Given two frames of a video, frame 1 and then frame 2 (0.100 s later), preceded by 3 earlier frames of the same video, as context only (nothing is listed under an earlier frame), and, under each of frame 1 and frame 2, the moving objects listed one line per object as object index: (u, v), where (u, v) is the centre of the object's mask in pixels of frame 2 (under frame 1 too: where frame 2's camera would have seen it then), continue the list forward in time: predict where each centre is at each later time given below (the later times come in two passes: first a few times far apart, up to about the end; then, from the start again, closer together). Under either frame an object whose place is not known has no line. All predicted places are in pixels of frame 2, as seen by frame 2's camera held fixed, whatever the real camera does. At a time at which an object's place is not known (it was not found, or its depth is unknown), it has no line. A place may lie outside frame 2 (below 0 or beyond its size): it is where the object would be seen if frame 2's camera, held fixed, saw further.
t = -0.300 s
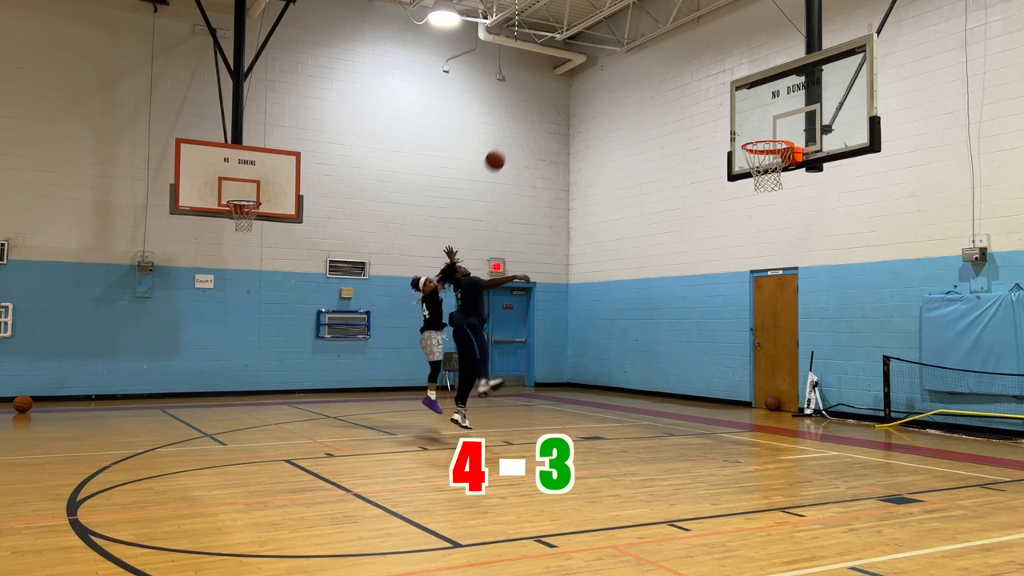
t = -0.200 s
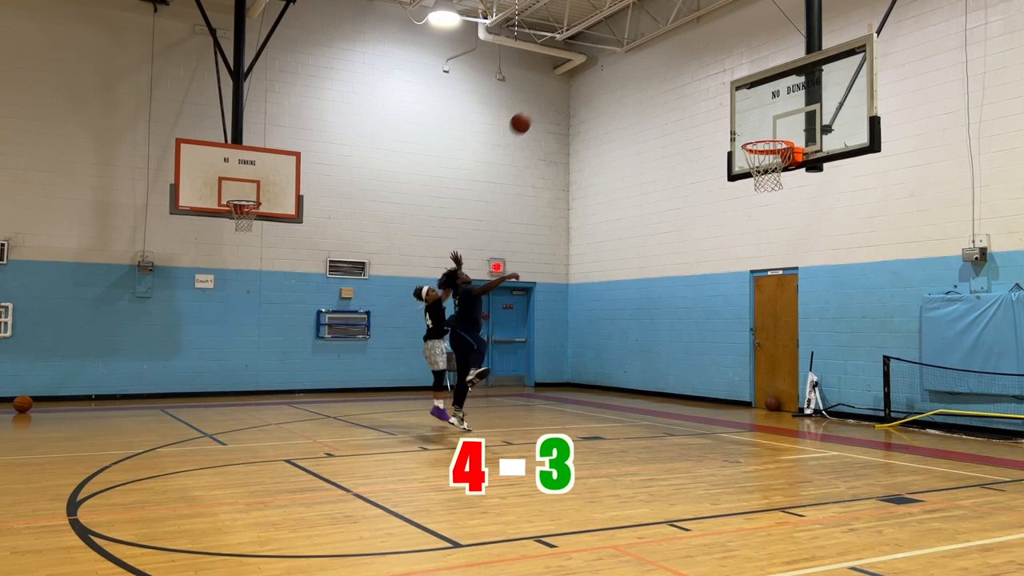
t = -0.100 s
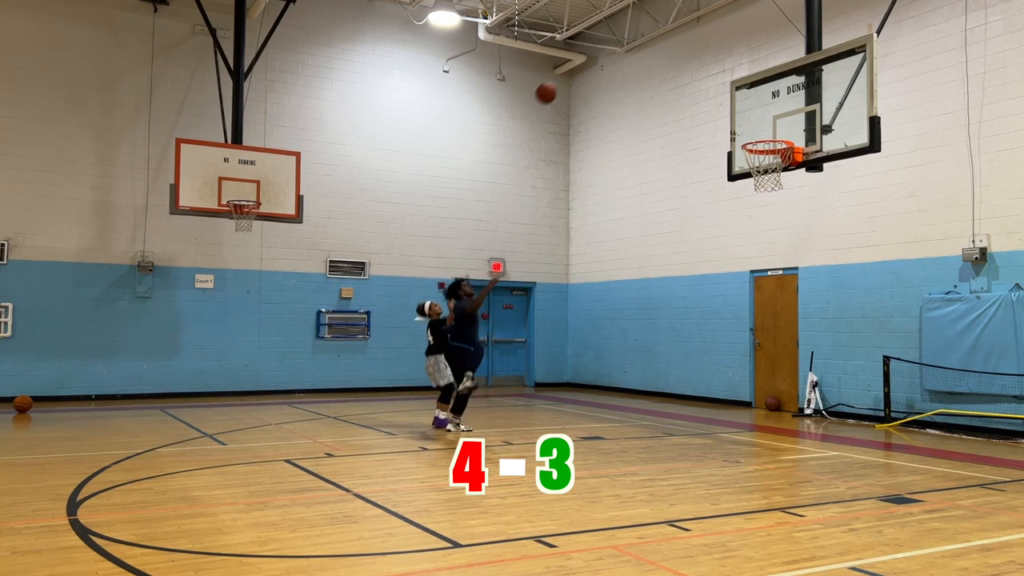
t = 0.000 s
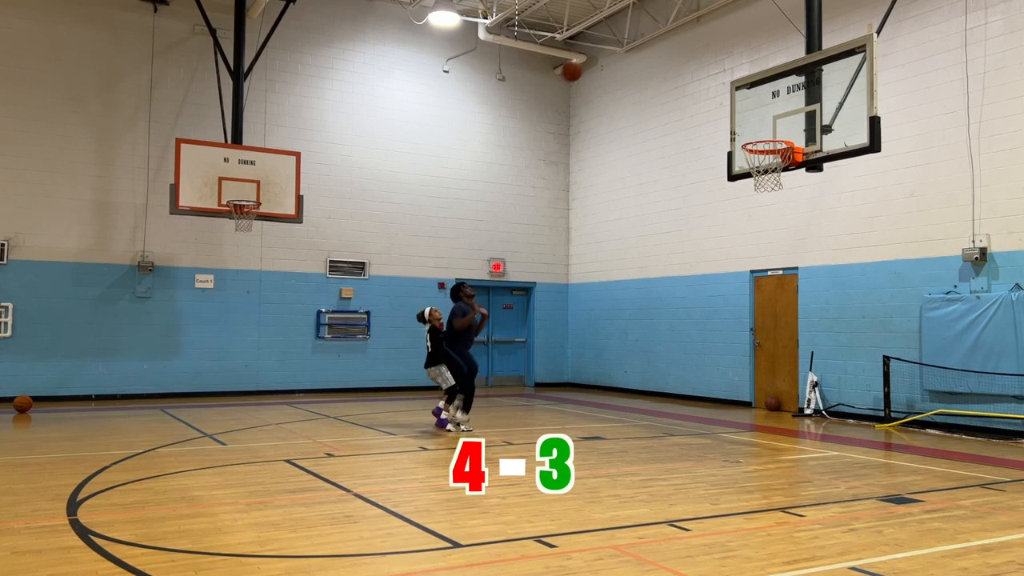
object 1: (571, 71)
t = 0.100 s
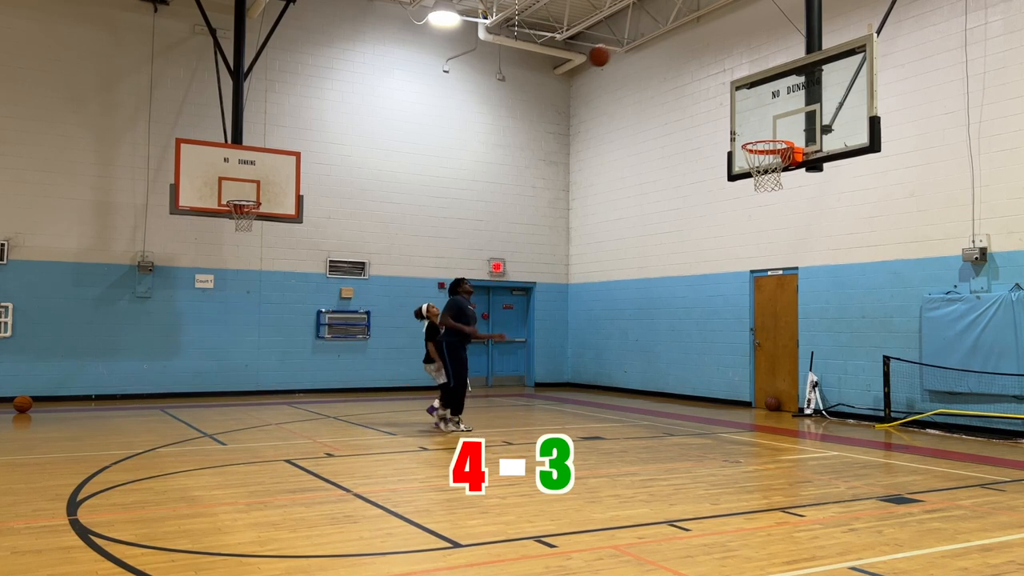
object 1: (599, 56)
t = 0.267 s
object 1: (645, 49)
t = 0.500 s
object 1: (714, 83)
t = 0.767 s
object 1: (792, 170)
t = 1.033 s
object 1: (795, 210)
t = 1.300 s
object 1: (800, 322)
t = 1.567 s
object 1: (795, 415)
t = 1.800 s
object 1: (768, 326)
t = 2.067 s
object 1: (737, 296)
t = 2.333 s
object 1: (708, 337)
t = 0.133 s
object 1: (608, 52)
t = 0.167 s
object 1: (617, 50)
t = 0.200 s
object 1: (626, 49)
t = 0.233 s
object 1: (636, 49)
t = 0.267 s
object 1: (645, 49)
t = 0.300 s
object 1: (655, 51)
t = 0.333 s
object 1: (664, 53)
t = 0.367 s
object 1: (674, 57)
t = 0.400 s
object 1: (684, 62)
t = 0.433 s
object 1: (694, 68)
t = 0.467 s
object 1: (704, 75)
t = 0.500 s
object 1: (714, 83)
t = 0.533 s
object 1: (724, 92)
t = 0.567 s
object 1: (735, 102)
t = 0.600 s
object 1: (747, 114)
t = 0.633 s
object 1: (757, 126)
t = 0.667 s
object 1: (768, 135)
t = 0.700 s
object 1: (779, 156)
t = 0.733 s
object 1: (788, 166)
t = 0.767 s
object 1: (792, 170)
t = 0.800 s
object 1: (793, 170)
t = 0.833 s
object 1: (793, 172)
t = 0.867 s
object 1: (793, 177)
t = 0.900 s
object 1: (794, 181)
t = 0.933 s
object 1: (794, 187)
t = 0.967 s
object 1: (794, 193)
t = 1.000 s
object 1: (795, 201)
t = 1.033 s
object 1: (795, 210)
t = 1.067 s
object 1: (796, 220)
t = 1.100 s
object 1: (796, 231)
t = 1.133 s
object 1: (797, 243)
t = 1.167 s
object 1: (797, 256)
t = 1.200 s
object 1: (798, 271)
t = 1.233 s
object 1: (799, 287)
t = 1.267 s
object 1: (800, 304)
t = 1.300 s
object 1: (800, 322)
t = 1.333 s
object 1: (801, 342)
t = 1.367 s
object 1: (802, 362)
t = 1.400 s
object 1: (802, 383)
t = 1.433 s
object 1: (805, 407)
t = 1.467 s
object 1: (804, 431)
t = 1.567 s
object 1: (795, 415)
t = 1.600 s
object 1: (791, 398)
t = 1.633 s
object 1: (788, 384)
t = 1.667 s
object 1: (784, 370)
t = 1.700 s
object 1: (780, 358)
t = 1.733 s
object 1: (777, 346)
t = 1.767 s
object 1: (772, 335)
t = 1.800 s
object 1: (768, 326)
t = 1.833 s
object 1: (765, 319)
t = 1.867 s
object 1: (760, 313)
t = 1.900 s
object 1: (756, 307)
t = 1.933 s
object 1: (752, 303)
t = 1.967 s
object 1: (749, 300)
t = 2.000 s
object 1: (745, 298)
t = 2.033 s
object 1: (742, 296)
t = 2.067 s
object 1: (737, 296)
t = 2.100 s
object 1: (734, 297)
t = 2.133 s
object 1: (730, 300)
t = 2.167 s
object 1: (726, 303)
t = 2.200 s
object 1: (723, 308)
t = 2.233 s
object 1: (719, 313)
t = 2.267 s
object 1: (715, 320)
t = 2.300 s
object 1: (712, 328)
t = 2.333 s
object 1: (708, 337)
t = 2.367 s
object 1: (704, 346)
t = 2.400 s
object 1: (701, 357)
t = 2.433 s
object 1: (697, 369)
